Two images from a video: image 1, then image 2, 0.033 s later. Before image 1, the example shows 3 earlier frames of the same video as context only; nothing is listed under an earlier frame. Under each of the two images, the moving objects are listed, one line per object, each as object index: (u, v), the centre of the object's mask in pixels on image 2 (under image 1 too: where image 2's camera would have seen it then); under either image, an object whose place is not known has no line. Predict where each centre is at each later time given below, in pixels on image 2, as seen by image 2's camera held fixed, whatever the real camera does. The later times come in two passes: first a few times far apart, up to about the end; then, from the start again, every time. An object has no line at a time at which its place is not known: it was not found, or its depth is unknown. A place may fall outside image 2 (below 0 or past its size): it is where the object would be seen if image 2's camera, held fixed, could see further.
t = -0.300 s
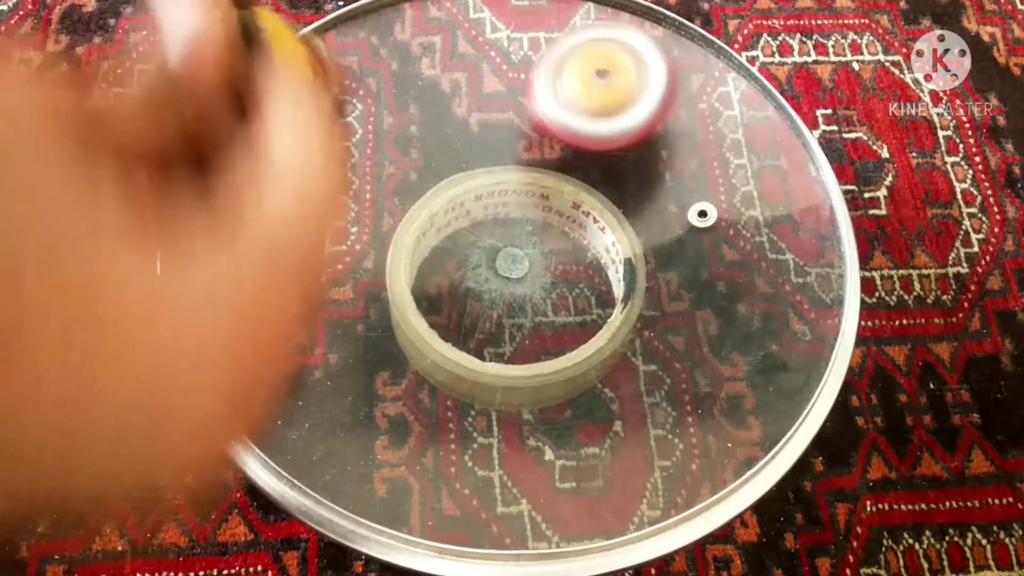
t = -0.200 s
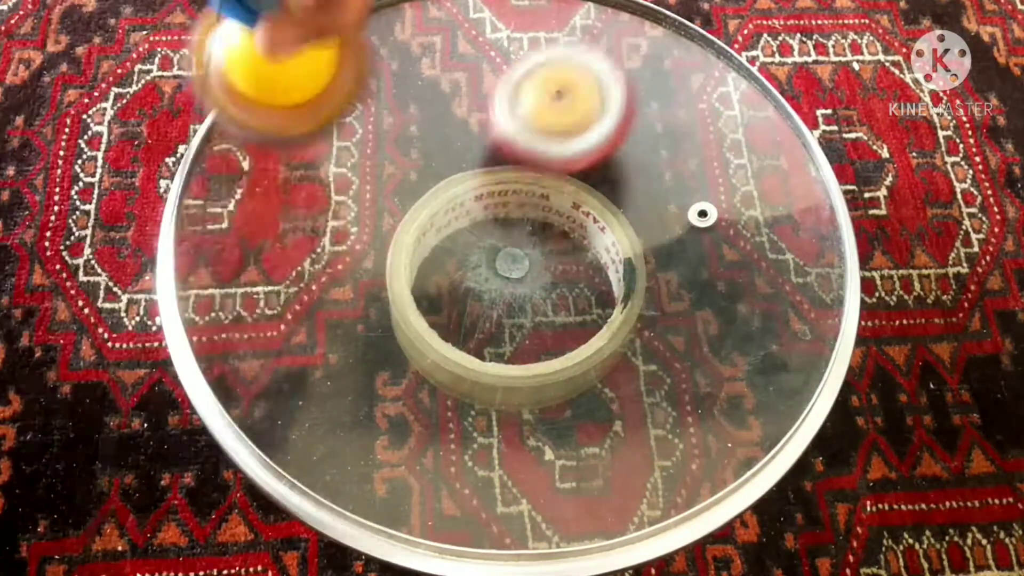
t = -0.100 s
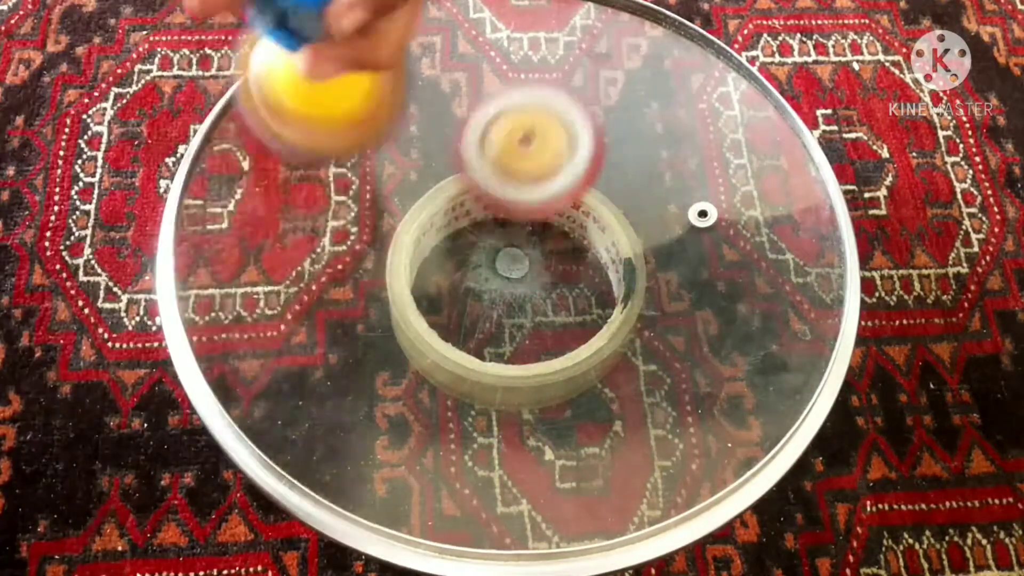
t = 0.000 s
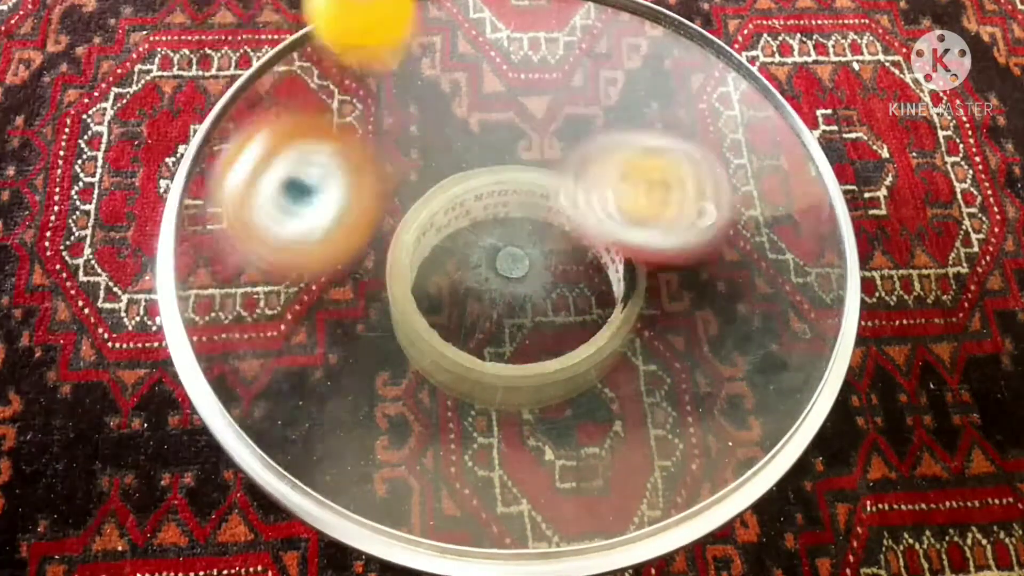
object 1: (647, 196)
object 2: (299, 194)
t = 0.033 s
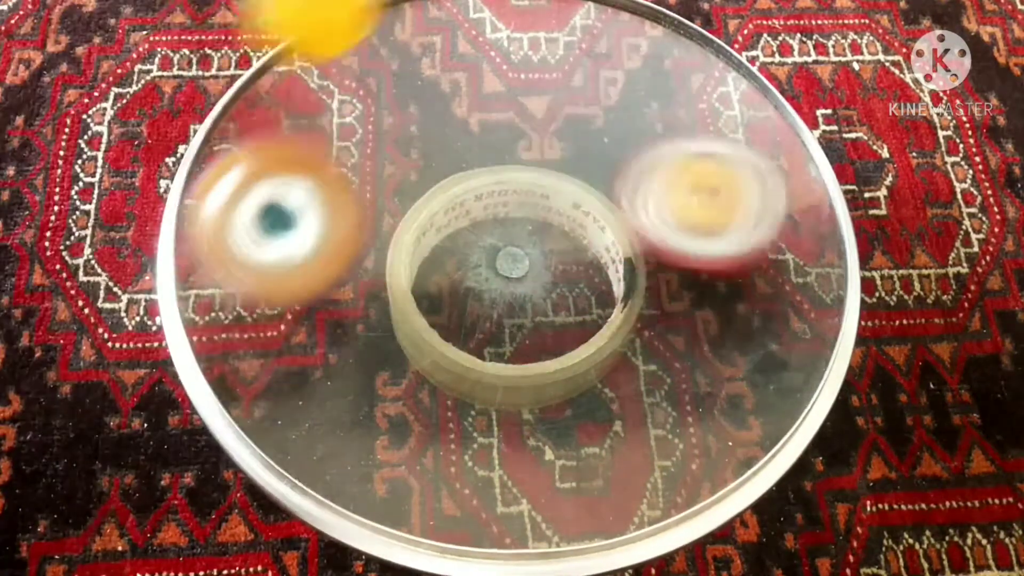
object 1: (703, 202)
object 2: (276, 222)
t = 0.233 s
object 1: (789, 155)
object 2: (253, 288)
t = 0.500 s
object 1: (601, 170)
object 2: (377, 153)
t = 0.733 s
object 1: (489, 326)
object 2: (397, 91)
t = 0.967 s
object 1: (487, 424)
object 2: (398, 189)
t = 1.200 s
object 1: (518, 391)
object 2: (323, 231)
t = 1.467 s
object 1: (529, 306)
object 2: (326, 153)
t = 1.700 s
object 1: (651, 245)
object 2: (407, 136)
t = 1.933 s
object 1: (664, 147)
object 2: (455, 227)
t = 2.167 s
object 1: (534, 145)
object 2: (438, 304)
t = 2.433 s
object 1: (459, 252)
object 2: (268, 255)
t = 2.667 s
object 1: (514, 299)
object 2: (476, 125)
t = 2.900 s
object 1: (565, 257)
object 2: (765, 228)
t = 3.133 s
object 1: (502, 191)
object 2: (590, 410)
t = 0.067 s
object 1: (745, 205)
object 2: (259, 246)
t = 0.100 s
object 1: (776, 200)
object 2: (248, 264)
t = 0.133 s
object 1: (797, 190)
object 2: (243, 278)
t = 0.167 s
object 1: (807, 179)
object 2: (234, 286)
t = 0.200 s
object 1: (804, 166)
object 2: (240, 290)
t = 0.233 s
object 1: (789, 155)
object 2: (253, 288)
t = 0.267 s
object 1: (768, 146)
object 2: (265, 281)
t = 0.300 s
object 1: (747, 138)
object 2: (283, 268)
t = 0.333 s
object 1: (724, 133)
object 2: (304, 253)
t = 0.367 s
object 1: (698, 131)
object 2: (323, 236)
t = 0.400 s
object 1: (671, 135)
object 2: (341, 216)
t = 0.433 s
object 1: (647, 143)
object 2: (356, 194)
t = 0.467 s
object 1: (624, 154)
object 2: (368, 172)
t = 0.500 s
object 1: (601, 170)
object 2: (377, 153)
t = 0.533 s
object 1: (578, 189)
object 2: (381, 138)
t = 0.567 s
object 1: (555, 210)
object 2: (383, 124)
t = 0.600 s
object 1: (533, 234)
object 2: (384, 112)
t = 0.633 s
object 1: (516, 256)
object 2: (385, 100)
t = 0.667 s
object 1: (504, 279)
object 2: (389, 92)
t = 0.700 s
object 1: (496, 300)
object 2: (393, 90)
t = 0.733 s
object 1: (489, 326)
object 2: (397, 91)
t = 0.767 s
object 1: (484, 349)
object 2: (401, 98)
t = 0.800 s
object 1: (478, 368)
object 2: (402, 112)
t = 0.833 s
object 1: (475, 385)
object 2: (405, 127)
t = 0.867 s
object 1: (475, 400)
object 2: (405, 141)
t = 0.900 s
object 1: (477, 411)
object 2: (403, 158)
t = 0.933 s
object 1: (481, 418)
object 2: (402, 174)
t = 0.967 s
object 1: (487, 424)
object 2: (398, 189)
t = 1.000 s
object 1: (493, 427)
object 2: (394, 204)
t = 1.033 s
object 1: (500, 428)
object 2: (387, 216)
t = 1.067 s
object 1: (508, 427)
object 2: (378, 226)
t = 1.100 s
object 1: (514, 422)
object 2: (366, 233)
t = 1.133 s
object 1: (518, 414)
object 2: (350, 237)
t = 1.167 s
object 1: (519, 404)
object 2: (336, 237)
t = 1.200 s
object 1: (518, 391)
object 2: (323, 231)
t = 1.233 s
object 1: (513, 375)
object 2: (316, 225)
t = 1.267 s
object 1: (507, 359)
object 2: (313, 214)
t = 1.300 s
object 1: (499, 346)
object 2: (316, 207)
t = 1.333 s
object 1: (489, 330)
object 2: (324, 201)
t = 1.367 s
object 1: (480, 314)
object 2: (335, 198)
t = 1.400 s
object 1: (494, 312)
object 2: (331, 185)
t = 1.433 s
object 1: (514, 311)
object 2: (324, 166)
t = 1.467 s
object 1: (529, 306)
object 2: (326, 153)
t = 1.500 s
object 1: (538, 295)
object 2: (338, 142)
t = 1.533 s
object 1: (544, 281)
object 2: (362, 138)
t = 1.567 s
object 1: (548, 267)
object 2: (391, 141)
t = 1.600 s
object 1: (555, 251)
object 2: (420, 147)
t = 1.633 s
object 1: (591, 252)
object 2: (419, 141)
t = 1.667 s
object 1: (627, 251)
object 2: (413, 137)
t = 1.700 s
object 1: (651, 245)
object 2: (407, 136)
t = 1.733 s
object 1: (668, 232)
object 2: (405, 137)
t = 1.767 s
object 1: (681, 216)
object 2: (406, 142)
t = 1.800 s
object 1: (686, 200)
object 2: (414, 152)
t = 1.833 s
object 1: (687, 183)
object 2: (425, 168)
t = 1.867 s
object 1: (683, 169)
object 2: (436, 186)
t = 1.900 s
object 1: (675, 157)
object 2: (446, 206)
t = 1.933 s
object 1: (664, 147)
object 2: (455, 227)
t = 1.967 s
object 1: (650, 140)
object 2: (462, 245)
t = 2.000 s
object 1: (634, 135)
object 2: (468, 259)
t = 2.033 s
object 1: (616, 131)
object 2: (470, 271)
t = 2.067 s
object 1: (595, 131)
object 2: (466, 279)
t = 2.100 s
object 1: (576, 132)
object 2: (462, 290)
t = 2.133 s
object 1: (555, 137)
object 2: (451, 297)
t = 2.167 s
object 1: (534, 145)
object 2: (438, 304)
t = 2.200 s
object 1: (514, 154)
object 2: (419, 310)
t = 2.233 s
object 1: (495, 168)
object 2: (398, 312)
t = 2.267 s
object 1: (478, 184)
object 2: (377, 311)
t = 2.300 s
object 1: (467, 198)
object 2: (351, 311)
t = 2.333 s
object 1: (462, 209)
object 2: (321, 309)
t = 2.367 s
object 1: (459, 222)
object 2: (296, 297)
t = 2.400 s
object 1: (458, 237)
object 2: (279, 280)
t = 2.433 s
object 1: (459, 252)
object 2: (268, 255)
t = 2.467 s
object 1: (463, 266)
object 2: (269, 228)
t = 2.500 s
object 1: (468, 278)
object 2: (281, 200)
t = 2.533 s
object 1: (475, 287)
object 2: (307, 175)
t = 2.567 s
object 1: (484, 295)
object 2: (340, 155)
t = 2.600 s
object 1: (495, 299)
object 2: (386, 140)
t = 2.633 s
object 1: (504, 300)
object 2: (429, 130)
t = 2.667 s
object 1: (514, 299)
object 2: (476, 125)
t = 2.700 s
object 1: (524, 298)
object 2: (520, 123)
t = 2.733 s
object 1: (532, 295)
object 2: (573, 130)
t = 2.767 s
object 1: (542, 290)
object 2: (617, 140)
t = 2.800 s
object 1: (550, 284)
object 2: (661, 155)
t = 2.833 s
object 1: (558, 276)
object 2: (696, 173)
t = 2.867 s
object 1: (564, 267)
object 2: (736, 199)
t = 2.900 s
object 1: (565, 257)
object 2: (765, 228)
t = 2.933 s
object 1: (563, 245)
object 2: (789, 262)
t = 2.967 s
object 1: (559, 232)
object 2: (803, 297)
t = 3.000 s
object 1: (553, 222)
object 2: (791, 330)
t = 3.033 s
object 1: (542, 210)
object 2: (752, 356)
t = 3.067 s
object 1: (531, 201)
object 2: (710, 379)
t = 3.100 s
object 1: (517, 194)
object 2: (656, 400)
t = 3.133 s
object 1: (502, 191)
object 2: (590, 410)
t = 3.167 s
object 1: (489, 189)
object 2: (527, 411)
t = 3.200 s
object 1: (476, 188)
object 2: (465, 402)
